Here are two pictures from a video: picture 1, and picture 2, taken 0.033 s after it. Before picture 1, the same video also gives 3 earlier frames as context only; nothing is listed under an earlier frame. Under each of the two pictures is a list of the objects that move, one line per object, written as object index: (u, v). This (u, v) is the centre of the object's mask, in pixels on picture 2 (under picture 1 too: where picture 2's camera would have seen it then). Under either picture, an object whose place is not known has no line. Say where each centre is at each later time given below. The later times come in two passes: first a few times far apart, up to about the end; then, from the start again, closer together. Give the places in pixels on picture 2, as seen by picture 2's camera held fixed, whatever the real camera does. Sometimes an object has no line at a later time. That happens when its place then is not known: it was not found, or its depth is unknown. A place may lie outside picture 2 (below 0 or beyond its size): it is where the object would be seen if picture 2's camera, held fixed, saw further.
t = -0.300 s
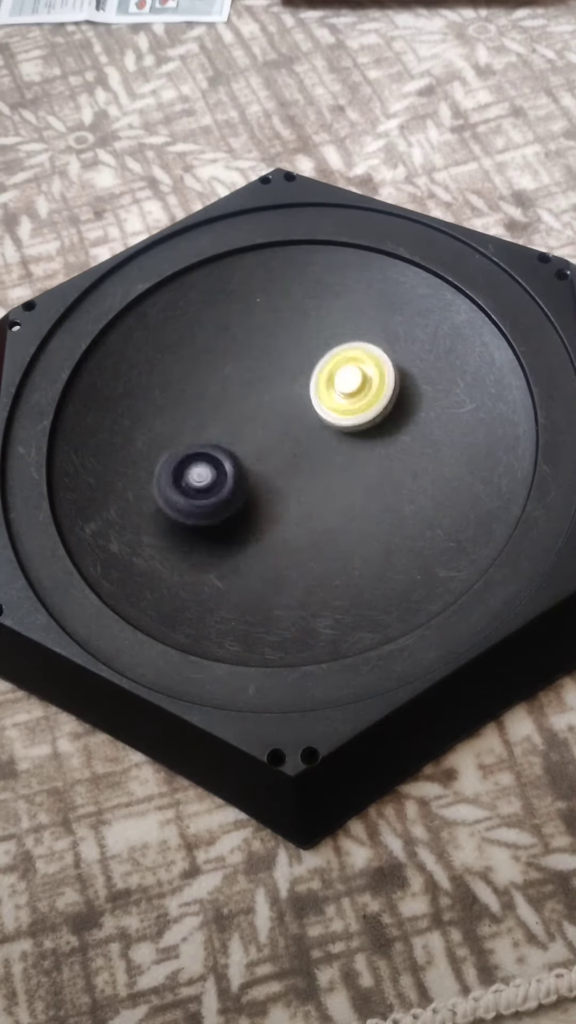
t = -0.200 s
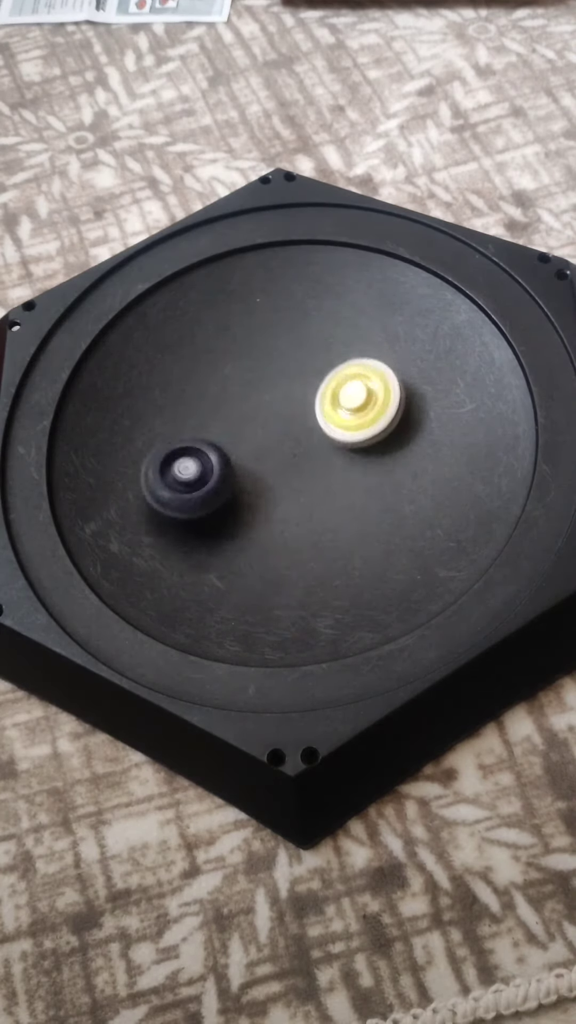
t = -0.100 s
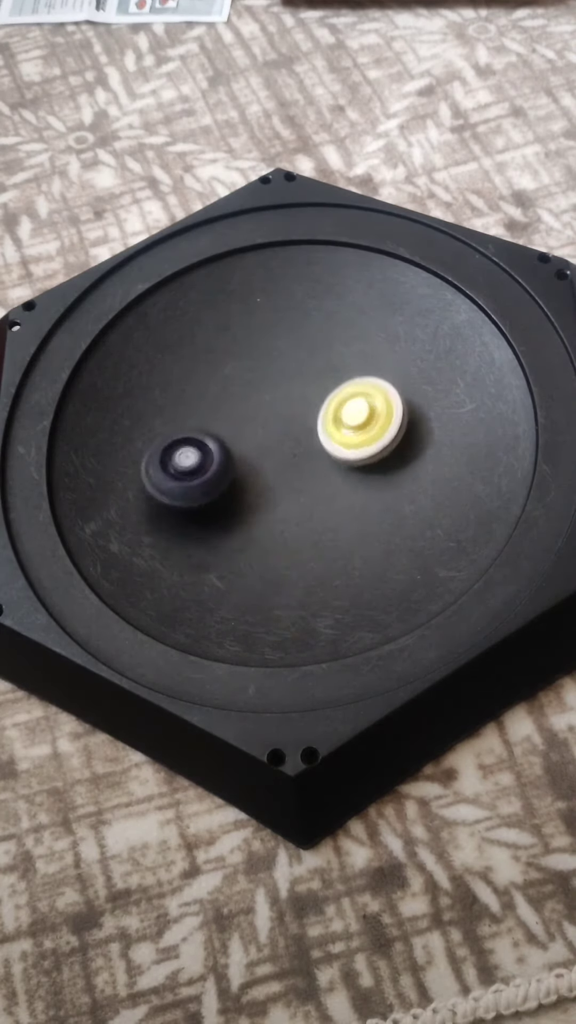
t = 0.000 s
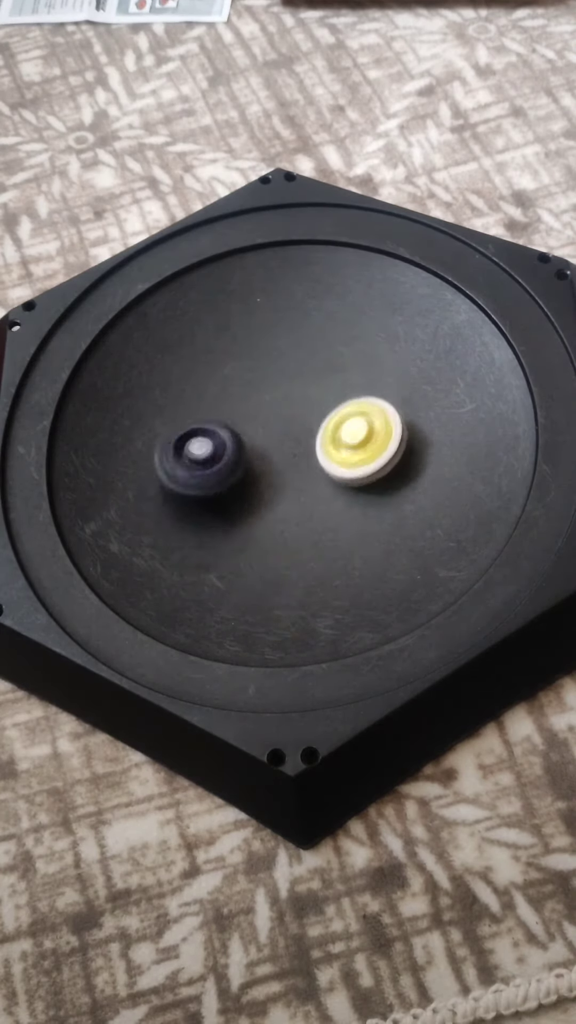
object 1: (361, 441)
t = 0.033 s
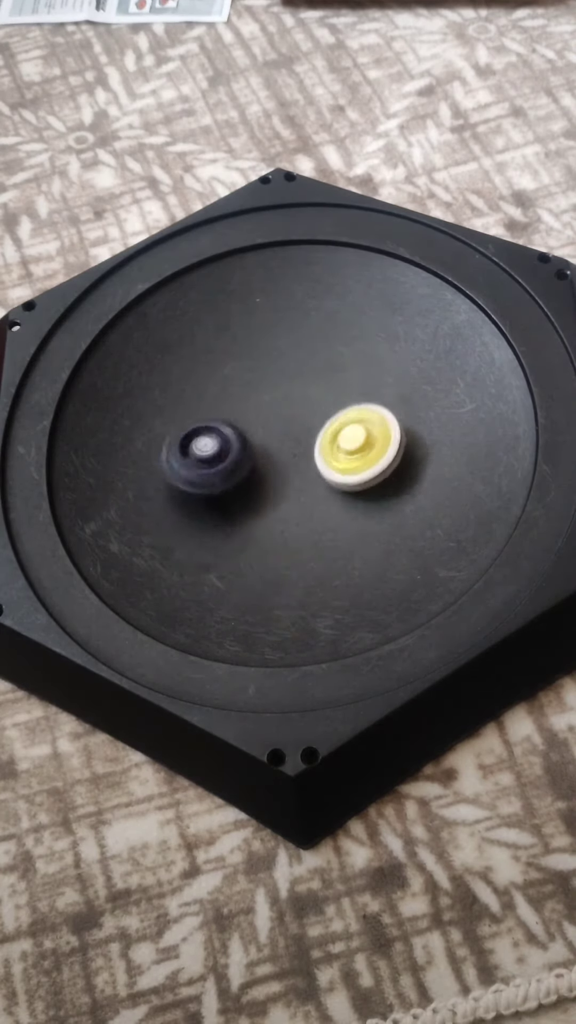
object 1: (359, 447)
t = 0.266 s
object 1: (338, 492)
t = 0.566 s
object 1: (337, 548)
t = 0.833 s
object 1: (287, 532)
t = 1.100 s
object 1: (237, 483)
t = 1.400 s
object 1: (192, 432)
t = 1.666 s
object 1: (196, 398)
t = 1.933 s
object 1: (237, 385)
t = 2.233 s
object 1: (311, 396)
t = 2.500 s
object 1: (377, 395)
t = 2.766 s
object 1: (407, 411)
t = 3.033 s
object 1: (393, 442)
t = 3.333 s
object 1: (346, 499)
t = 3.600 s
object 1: (283, 506)
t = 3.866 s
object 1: (222, 495)
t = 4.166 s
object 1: (196, 461)
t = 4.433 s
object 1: (218, 427)
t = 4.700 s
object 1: (275, 401)
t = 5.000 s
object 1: (318, 361)
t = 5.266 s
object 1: (337, 361)
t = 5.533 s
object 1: (341, 396)
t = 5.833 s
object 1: (335, 461)
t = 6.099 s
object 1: (378, 477)
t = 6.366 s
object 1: (384, 481)
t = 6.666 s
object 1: (353, 470)
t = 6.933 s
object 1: (317, 454)
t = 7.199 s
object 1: (307, 463)
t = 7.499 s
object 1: (327, 469)
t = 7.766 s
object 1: (339, 471)
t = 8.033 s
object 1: (344, 477)
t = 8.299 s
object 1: (335, 473)
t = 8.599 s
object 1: (329, 460)
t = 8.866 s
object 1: (343, 455)
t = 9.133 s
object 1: (352, 459)
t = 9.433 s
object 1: (344, 460)
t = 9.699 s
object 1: (337, 447)
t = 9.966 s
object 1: (349, 441)
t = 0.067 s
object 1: (357, 454)
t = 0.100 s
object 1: (355, 461)
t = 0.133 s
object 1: (352, 467)
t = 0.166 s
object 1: (349, 474)
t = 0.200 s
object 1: (346, 480)
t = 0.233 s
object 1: (342, 486)
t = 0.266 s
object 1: (338, 492)
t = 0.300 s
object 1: (333, 498)
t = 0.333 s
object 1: (329, 502)
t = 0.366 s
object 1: (337, 513)
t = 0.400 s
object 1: (347, 531)
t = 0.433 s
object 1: (351, 542)
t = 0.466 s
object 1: (351, 547)
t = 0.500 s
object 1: (347, 548)
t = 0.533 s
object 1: (342, 549)
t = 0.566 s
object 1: (337, 548)
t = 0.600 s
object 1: (331, 549)
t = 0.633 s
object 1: (326, 548)
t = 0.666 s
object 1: (320, 547)
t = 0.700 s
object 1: (313, 545)
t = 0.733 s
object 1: (307, 543)
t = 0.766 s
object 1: (301, 540)
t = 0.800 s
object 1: (294, 537)
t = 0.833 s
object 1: (287, 532)
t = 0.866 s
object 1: (280, 528)
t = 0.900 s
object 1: (274, 523)
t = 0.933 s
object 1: (268, 517)
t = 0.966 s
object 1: (261, 512)
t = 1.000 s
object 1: (255, 505)
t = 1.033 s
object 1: (249, 498)
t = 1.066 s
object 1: (244, 491)
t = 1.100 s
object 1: (237, 483)
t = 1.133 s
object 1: (230, 477)
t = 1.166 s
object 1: (223, 470)
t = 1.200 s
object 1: (217, 465)
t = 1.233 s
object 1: (211, 460)
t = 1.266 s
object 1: (206, 454)
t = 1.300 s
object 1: (201, 449)
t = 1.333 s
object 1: (198, 443)
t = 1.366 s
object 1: (194, 438)
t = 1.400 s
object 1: (192, 432)
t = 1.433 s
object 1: (190, 427)
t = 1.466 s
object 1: (189, 423)
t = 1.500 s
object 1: (189, 418)
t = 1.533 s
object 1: (189, 414)
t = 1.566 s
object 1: (190, 409)
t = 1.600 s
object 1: (191, 405)
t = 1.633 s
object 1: (194, 402)
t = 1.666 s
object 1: (196, 398)
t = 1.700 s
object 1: (199, 396)
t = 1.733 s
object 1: (204, 393)
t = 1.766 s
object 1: (208, 391)
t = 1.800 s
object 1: (213, 389)
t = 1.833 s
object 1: (218, 387)
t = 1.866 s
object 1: (224, 387)
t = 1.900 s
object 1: (230, 385)
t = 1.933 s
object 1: (237, 385)
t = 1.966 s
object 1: (244, 385)
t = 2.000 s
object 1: (251, 385)
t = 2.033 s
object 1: (259, 386)
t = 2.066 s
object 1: (267, 387)
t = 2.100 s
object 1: (275, 388)
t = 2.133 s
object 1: (283, 390)
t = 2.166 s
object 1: (292, 392)
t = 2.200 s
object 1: (302, 394)
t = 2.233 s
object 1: (311, 396)
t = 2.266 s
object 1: (322, 397)
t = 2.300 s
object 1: (331, 397)
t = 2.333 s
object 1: (340, 397)
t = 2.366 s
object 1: (349, 397)
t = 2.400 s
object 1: (356, 396)
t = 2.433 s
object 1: (364, 395)
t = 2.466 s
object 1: (371, 395)
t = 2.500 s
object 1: (377, 395)
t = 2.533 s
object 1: (383, 396)
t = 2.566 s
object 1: (388, 397)
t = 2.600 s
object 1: (392, 398)
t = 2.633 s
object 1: (397, 400)
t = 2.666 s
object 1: (400, 402)
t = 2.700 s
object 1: (404, 405)
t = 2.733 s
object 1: (406, 407)
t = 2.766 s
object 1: (407, 411)
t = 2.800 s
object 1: (409, 413)
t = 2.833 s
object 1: (409, 418)
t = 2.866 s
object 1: (408, 421)
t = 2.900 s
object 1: (407, 425)
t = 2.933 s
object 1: (405, 429)
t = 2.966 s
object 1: (401, 434)
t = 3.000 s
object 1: (398, 438)
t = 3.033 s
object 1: (393, 442)
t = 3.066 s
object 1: (389, 447)
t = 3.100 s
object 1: (383, 451)
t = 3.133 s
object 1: (377, 456)
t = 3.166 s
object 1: (370, 460)
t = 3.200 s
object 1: (361, 465)
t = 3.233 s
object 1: (359, 474)
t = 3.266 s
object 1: (357, 486)
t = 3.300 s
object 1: (353, 494)
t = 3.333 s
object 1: (346, 499)
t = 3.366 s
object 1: (339, 501)
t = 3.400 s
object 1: (332, 503)
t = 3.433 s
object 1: (325, 505)
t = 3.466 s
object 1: (316, 506)
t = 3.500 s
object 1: (309, 507)
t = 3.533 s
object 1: (300, 506)
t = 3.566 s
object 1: (292, 507)
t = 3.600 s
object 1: (283, 506)
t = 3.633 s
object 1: (275, 505)
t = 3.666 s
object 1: (266, 504)
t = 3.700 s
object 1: (258, 504)
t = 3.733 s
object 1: (250, 502)
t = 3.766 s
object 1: (242, 501)
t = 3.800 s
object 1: (235, 499)
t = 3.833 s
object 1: (228, 498)
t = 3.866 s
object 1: (222, 495)
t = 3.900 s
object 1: (216, 493)
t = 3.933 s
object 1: (212, 489)
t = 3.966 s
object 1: (207, 486)
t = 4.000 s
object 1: (204, 482)
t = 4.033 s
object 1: (201, 478)
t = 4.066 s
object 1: (198, 474)
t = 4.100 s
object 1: (197, 470)
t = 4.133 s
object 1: (196, 465)
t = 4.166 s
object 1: (196, 461)
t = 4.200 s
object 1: (196, 456)
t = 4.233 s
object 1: (198, 452)
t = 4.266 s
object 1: (199, 447)
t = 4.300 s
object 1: (202, 444)
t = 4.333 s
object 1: (205, 439)
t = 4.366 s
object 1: (209, 435)
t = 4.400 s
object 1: (213, 430)
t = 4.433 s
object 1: (218, 427)
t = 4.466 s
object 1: (224, 423)
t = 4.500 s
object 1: (230, 420)
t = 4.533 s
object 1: (236, 416)
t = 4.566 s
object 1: (244, 414)
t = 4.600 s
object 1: (250, 410)
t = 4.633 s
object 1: (258, 408)
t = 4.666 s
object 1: (266, 405)
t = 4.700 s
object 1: (275, 401)
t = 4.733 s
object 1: (283, 397)
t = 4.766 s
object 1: (290, 392)
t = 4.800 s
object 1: (296, 387)
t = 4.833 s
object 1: (302, 382)
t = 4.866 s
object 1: (306, 377)
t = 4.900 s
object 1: (309, 372)
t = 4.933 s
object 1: (312, 368)
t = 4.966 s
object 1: (314, 363)
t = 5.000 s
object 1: (318, 361)
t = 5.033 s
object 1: (320, 359)
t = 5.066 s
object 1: (323, 357)
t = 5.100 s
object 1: (325, 357)
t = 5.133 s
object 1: (328, 356)
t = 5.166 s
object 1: (331, 357)
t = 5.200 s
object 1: (333, 357)
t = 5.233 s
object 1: (336, 359)
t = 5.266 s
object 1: (337, 361)
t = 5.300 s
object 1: (339, 363)
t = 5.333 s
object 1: (339, 367)
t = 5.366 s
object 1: (341, 370)
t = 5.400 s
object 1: (341, 375)
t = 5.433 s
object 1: (342, 379)
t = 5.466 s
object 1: (342, 385)
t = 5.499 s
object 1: (341, 390)
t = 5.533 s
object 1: (341, 396)
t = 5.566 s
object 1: (338, 402)
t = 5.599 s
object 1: (337, 408)
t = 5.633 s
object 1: (334, 415)
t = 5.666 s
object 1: (332, 421)
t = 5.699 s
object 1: (330, 429)
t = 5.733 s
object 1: (329, 437)
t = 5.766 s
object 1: (331, 445)
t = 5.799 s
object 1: (332, 453)
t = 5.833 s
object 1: (335, 461)
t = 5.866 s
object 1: (341, 468)
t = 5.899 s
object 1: (347, 473)
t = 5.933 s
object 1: (354, 475)
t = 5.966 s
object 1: (360, 476)
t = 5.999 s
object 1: (365, 476)
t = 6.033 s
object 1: (370, 476)
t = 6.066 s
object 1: (374, 477)
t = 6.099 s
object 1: (378, 477)
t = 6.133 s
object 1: (382, 477)
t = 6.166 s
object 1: (384, 479)
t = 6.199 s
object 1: (385, 478)
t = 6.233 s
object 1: (387, 479)
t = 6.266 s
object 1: (387, 481)
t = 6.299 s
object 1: (387, 480)
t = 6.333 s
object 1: (387, 480)
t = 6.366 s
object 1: (384, 481)
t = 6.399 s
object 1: (383, 480)
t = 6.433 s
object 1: (381, 480)
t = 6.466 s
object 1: (377, 480)
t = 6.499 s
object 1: (374, 478)
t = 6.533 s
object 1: (371, 478)
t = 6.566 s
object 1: (366, 477)
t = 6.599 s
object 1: (362, 474)
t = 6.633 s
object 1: (359, 472)
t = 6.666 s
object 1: (353, 470)
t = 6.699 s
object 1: (349, 466)
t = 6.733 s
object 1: (345, 463)
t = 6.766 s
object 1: (339, 460)
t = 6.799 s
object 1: (335, 456)
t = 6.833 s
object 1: (329, 453)
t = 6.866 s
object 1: (324, 451)
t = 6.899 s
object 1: (321, 454)
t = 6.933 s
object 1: (317, 454)
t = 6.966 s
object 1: (317, 462)
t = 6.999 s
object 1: (316, 465)
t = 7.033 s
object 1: (313, 465)
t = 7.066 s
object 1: (310, 465)
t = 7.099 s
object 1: (308, 463)
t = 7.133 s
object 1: (306, 461)
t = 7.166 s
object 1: (305, 462)
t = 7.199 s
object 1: (307, 463)
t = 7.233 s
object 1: (306, 463)
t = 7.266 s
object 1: (312, 467)
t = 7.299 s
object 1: (316, 470)
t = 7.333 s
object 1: (318, 470)
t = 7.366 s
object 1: (320, 469)
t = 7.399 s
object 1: (321, 470)
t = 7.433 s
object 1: (322, 469)
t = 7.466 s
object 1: (325, 467)
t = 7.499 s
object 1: (327, 469)
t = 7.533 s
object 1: (327, 468)
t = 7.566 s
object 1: (329, 467)
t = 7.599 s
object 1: (332, 468)
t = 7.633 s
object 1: (332, 469)
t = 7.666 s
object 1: (335, 469)
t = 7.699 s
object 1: (338, 470)
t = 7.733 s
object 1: (338, 471)
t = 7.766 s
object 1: (339, 471)
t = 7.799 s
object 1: (342, 471)
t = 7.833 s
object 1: (343, 473)
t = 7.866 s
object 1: (342, 473)
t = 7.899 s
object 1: (344, 474)
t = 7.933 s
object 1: (344, 475)
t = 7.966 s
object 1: (344, 475)
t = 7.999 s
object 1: (344, 476)
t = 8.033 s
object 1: (344, 477)
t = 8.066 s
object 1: (343, 477)
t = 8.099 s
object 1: (342, 477)
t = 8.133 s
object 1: (341, 476)
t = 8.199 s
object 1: (339, 476)
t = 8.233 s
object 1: (337, 475)
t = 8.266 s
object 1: (336, 474)
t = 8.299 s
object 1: (335, 473)
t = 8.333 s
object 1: (333, 473)
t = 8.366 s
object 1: (331, 470)
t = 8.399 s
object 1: (331, 469)
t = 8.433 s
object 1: (329, 468)
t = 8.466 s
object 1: (328, 465)
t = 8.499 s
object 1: (328, 463)
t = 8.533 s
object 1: (329, 463)
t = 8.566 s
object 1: (329, 463)
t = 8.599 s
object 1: (329, 460)
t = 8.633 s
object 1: (331, 458)
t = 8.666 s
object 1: (332, 457)
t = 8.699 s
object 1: (332, 456)
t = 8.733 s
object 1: (334, 454)
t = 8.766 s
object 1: (336, 454)
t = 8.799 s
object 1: (339, 456)
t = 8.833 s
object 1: (341, 455)
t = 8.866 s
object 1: (343, 455)
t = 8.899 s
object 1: (346, 456)
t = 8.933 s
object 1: (346, 456)
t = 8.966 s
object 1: (348, 455)
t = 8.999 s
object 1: (350, 456)
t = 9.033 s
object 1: (350, 457)
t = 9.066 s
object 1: (350, 457)
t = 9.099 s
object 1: (352, 457)
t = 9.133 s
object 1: (352, 459)
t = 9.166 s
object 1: (350, 459)
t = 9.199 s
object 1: (350, 458)
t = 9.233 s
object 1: (350, 459)
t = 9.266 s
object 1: (349, 461)
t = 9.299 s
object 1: (347, 460)
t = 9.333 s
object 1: (350, 462)
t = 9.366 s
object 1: (349, 464)
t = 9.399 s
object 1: (345, 463)
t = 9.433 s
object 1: (344, 460)
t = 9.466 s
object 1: (344, 459)
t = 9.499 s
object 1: (342, 459)
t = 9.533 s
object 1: (338, 457)
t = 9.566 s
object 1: (339, 454)
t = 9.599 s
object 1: (338, 453)
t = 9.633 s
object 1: (336, 452)
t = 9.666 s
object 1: (335, 449)
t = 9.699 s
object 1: (337, 447)
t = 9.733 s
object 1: (339, 447)
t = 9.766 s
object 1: (338, 446)
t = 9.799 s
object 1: (340, 445)
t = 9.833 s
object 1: (343, 444)
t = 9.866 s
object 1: (345, 444)
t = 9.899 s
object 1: (346, 444)
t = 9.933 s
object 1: (347, 442)
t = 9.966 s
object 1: (349, 441)
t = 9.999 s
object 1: (351, 442)
